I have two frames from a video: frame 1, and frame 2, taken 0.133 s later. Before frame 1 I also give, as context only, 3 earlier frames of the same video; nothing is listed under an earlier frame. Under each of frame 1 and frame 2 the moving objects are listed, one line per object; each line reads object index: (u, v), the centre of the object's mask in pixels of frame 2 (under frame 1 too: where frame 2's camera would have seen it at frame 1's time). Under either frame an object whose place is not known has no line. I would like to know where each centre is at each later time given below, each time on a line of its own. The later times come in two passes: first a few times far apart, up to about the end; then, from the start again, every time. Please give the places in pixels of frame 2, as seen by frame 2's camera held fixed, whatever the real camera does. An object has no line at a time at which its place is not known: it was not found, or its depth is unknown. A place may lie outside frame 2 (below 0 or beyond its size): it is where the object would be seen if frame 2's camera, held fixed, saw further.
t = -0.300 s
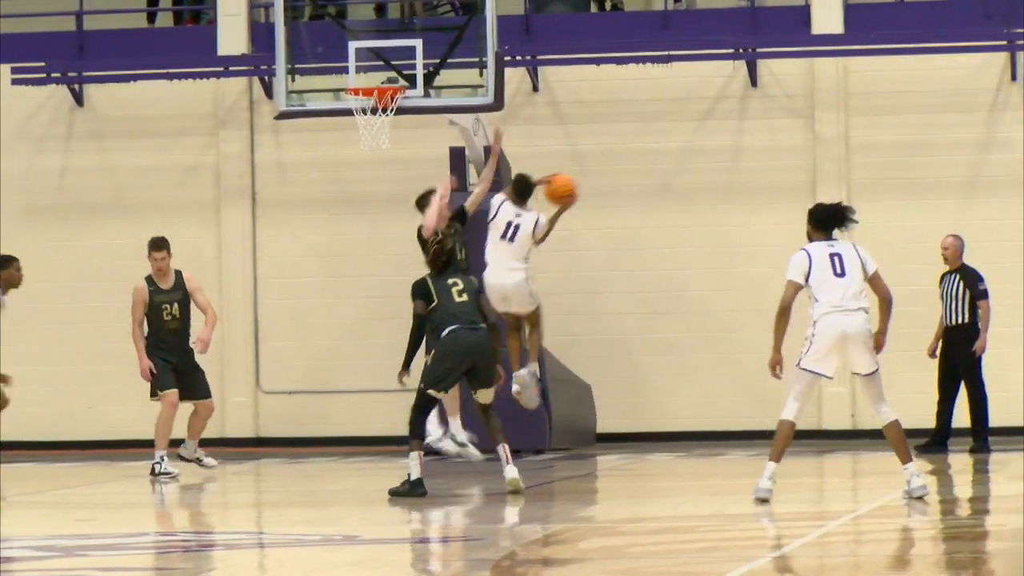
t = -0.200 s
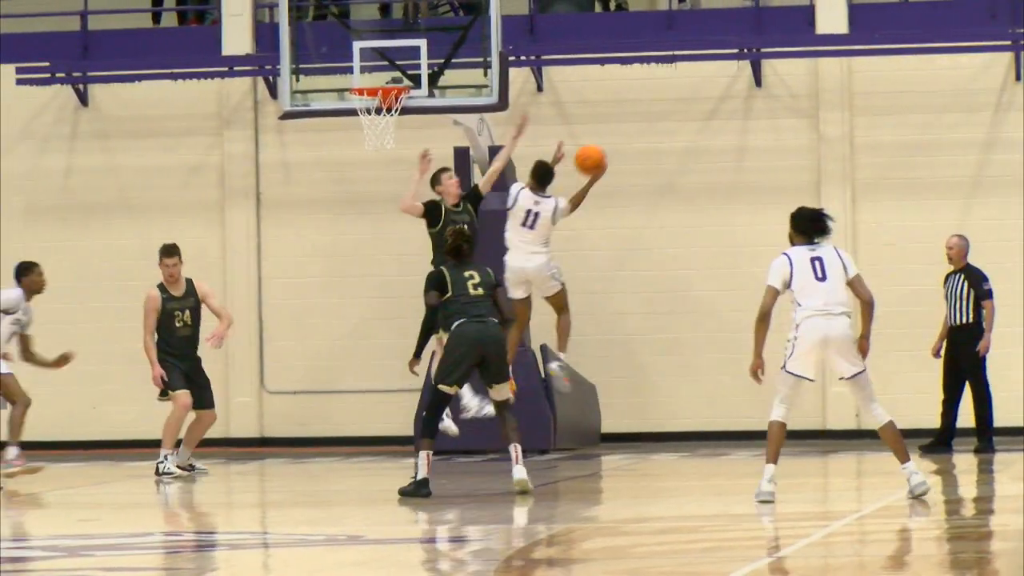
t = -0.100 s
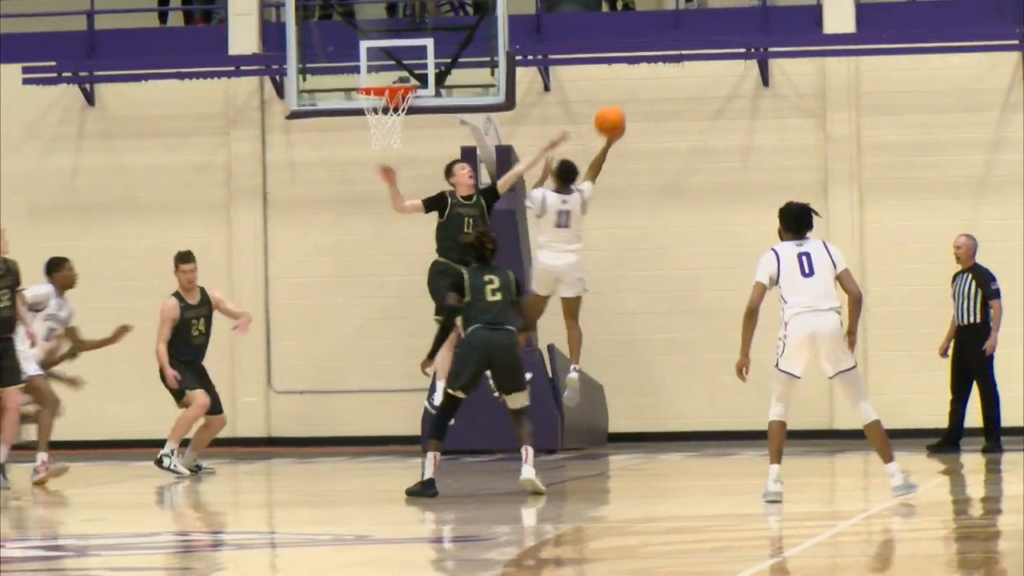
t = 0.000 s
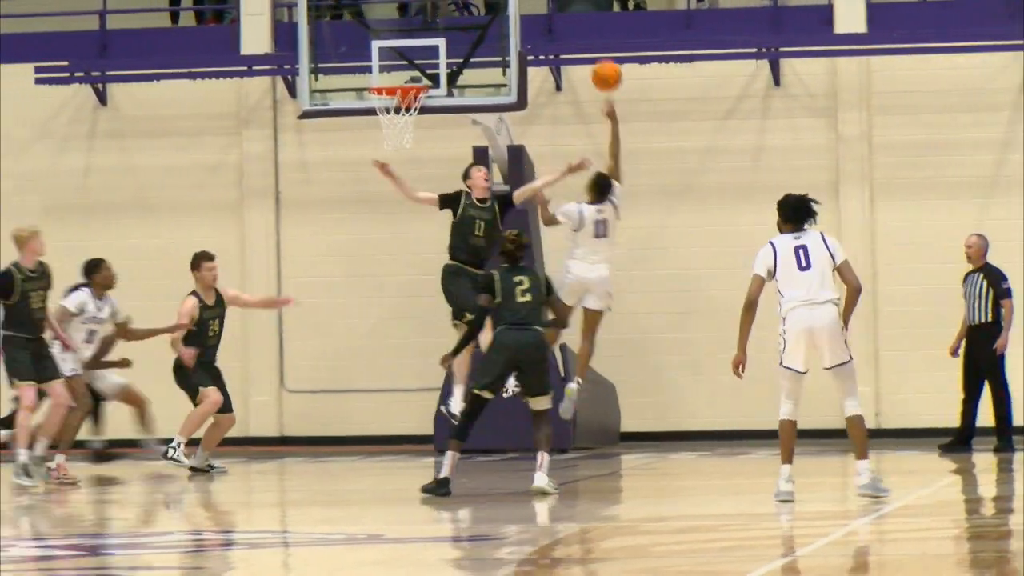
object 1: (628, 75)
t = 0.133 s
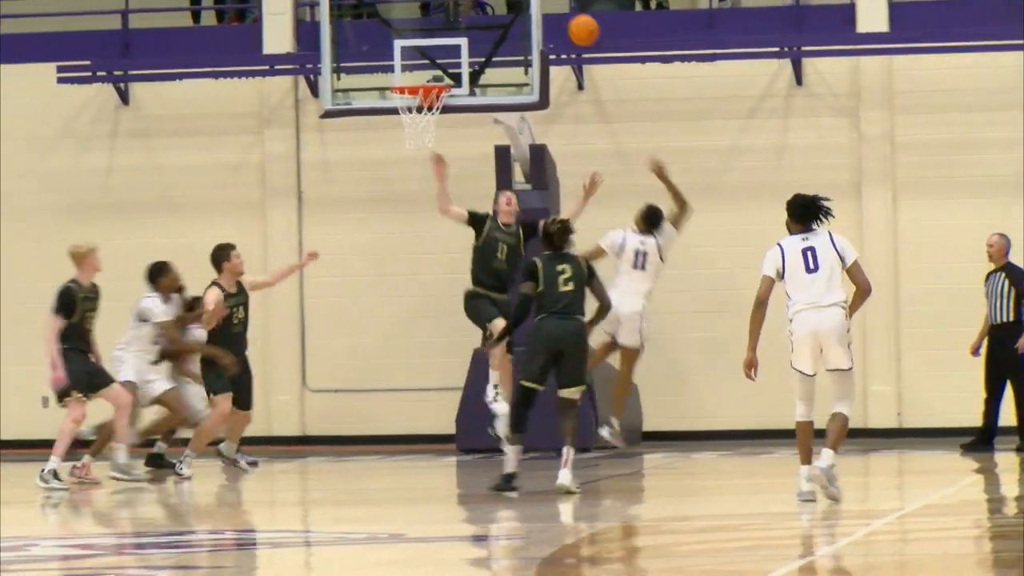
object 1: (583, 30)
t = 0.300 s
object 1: (529, 9)
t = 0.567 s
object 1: (450, 28)
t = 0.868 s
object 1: (437, 76)
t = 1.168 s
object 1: (428, 72)
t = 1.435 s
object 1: (419, 73)
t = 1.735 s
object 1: (415, 119)
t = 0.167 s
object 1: (573, 22)
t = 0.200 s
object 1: (562, 17)
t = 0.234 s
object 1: (552, 12)
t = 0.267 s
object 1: (540, 10)
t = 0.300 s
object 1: (529, 9)
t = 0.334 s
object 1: (518, 9)
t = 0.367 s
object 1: (508, 9)
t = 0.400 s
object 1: (498, 10)
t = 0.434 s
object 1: (487, 12)
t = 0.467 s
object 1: (477, 15)
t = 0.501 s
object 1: (467, 20)
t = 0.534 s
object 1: (459, 23)
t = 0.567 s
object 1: (450, 28)
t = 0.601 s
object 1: (442, 34)
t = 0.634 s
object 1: (433, 42)
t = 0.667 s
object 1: (425, 50)
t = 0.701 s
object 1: (416, 61)
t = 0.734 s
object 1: (408, 73)
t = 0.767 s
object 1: (406, 78)
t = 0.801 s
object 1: (416, 76)
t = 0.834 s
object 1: (427, 76)
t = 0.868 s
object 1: (437, 76)
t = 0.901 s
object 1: (436, 73)
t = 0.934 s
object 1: (435, 69)
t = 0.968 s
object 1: (434, 65)
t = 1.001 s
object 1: (433, 63)
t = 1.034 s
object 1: (432, 63)
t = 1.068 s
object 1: (431, 63)
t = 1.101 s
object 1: (430, 65)
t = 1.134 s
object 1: (429, 68)
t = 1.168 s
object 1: (428, 72)
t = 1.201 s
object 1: (428, 71)
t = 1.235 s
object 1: (426, 69)
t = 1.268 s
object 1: (425, 67)
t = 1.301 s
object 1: (423, 67)
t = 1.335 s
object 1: (422, 69)
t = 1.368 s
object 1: (421, 71)
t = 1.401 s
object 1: (419, 73)
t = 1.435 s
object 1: (419, 73)
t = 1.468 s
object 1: (418, 72)
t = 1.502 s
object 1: (418, 73)
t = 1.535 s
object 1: (417, 74)
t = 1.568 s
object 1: (416, 77)
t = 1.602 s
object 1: (415, 83)
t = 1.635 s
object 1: (413, 90)
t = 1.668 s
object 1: (413, 100)
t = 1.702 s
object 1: (414, 108)
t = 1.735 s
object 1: (415, 119)
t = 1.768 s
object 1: (414, 129)
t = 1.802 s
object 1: (414, 141)
